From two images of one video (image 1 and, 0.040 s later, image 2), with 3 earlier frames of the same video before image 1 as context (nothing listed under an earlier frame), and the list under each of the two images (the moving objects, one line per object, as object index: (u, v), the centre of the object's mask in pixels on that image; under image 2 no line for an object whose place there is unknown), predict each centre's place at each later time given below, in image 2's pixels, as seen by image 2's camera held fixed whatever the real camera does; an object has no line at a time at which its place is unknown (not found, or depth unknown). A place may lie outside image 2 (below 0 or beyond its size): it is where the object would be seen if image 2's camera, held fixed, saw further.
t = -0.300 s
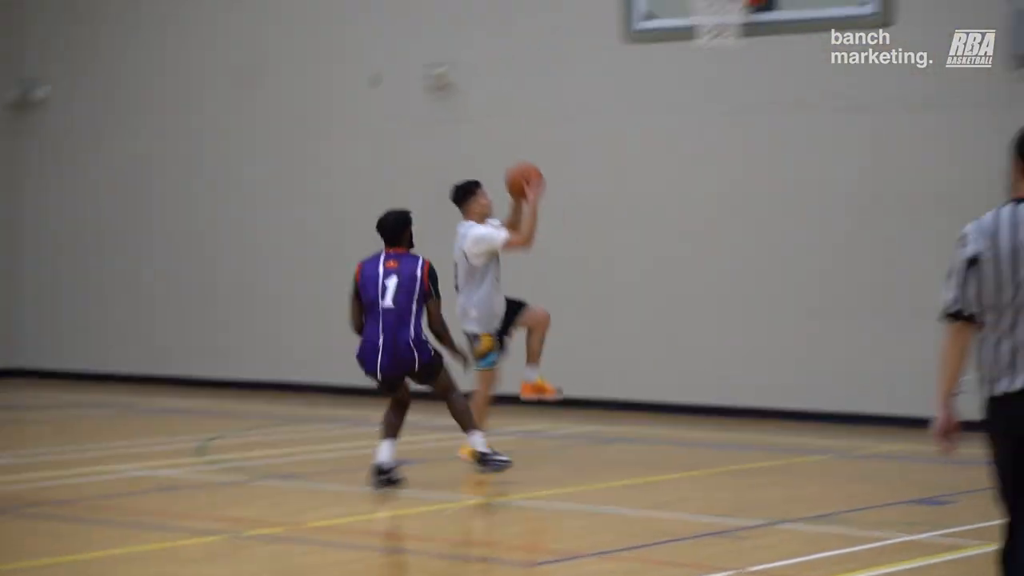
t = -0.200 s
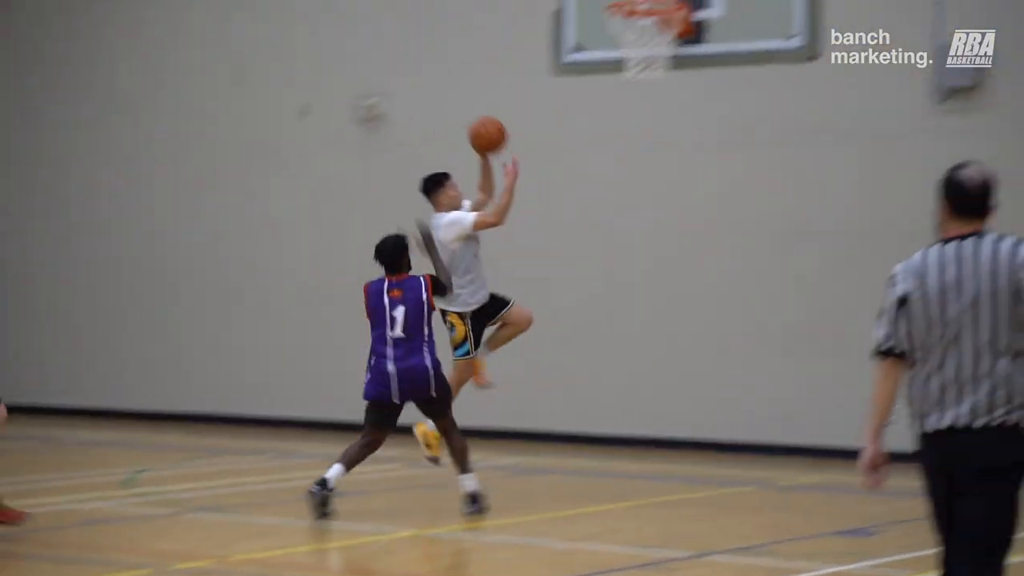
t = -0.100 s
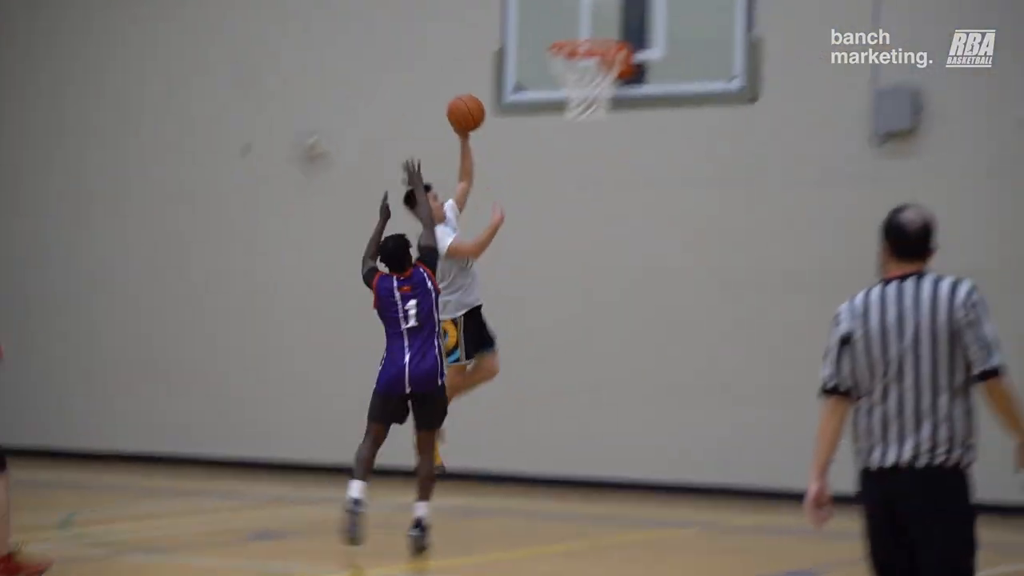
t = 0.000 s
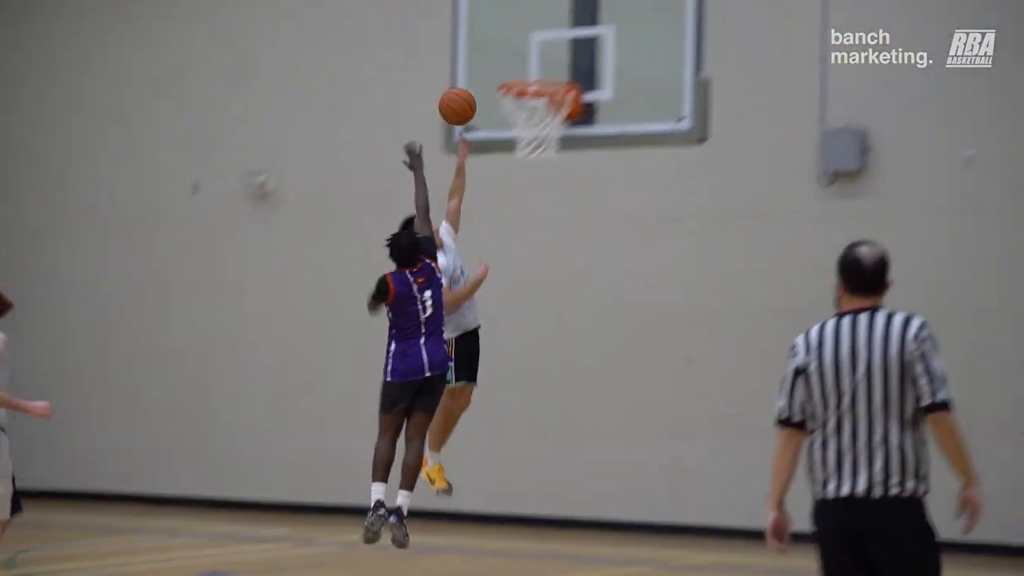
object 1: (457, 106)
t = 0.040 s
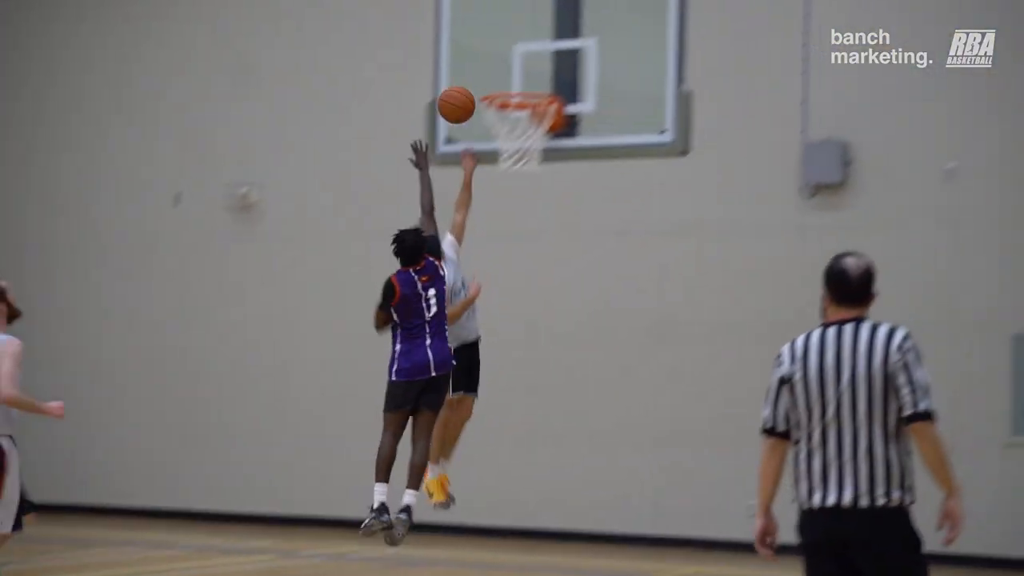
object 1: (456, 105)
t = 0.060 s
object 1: (460, 99)
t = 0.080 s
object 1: (464, 93)
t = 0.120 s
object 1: (472, 82)
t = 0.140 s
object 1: (473, 79)
